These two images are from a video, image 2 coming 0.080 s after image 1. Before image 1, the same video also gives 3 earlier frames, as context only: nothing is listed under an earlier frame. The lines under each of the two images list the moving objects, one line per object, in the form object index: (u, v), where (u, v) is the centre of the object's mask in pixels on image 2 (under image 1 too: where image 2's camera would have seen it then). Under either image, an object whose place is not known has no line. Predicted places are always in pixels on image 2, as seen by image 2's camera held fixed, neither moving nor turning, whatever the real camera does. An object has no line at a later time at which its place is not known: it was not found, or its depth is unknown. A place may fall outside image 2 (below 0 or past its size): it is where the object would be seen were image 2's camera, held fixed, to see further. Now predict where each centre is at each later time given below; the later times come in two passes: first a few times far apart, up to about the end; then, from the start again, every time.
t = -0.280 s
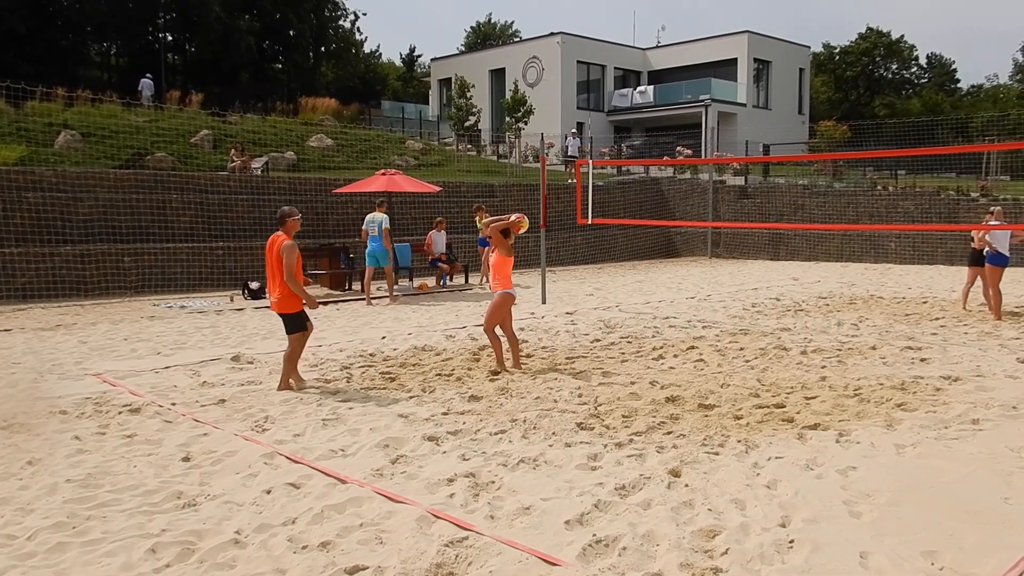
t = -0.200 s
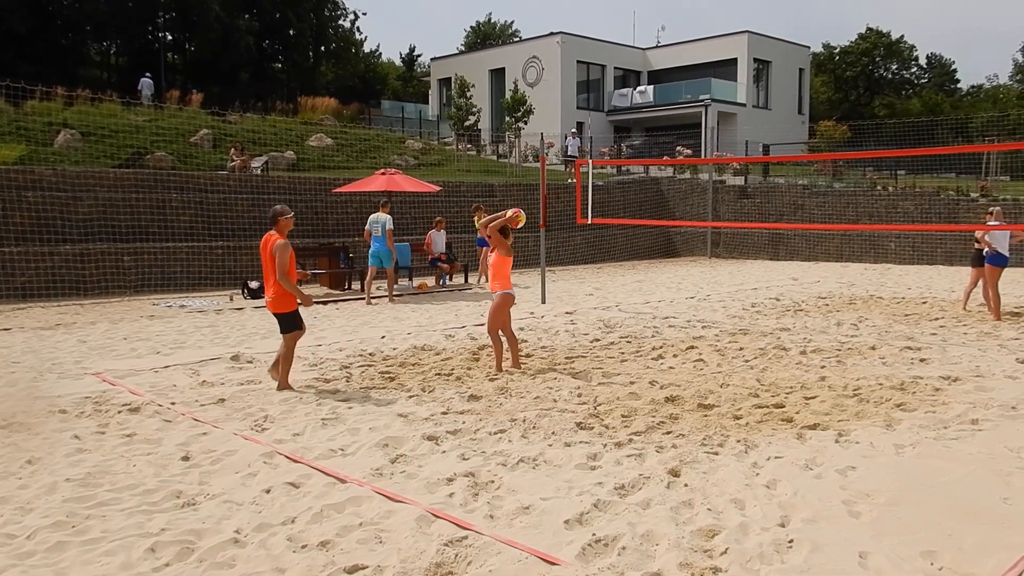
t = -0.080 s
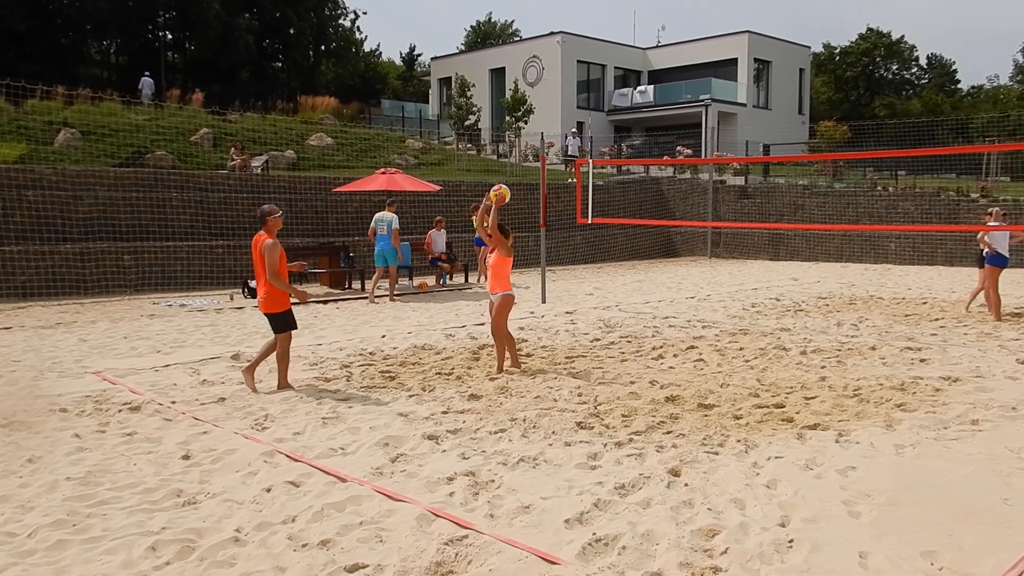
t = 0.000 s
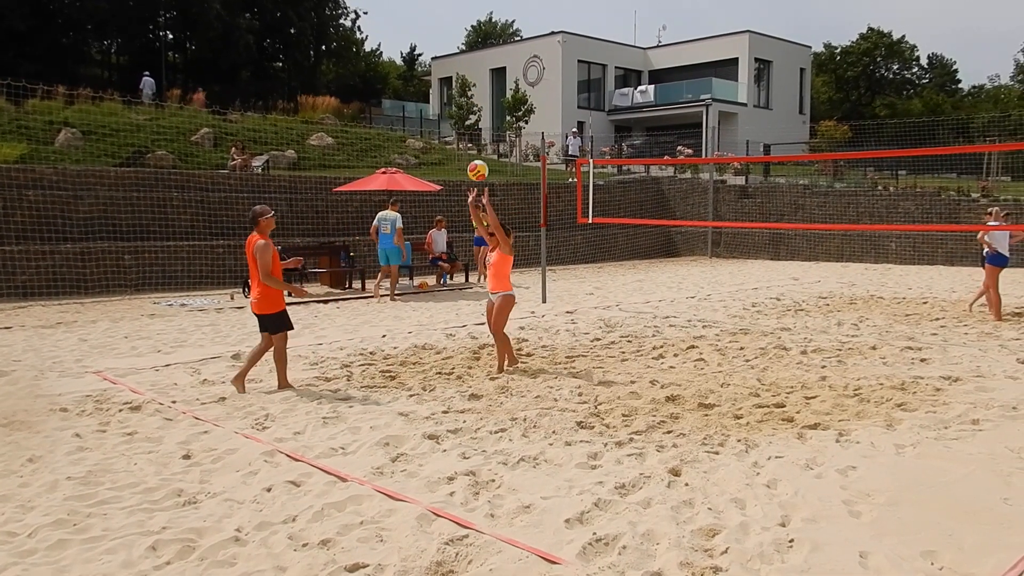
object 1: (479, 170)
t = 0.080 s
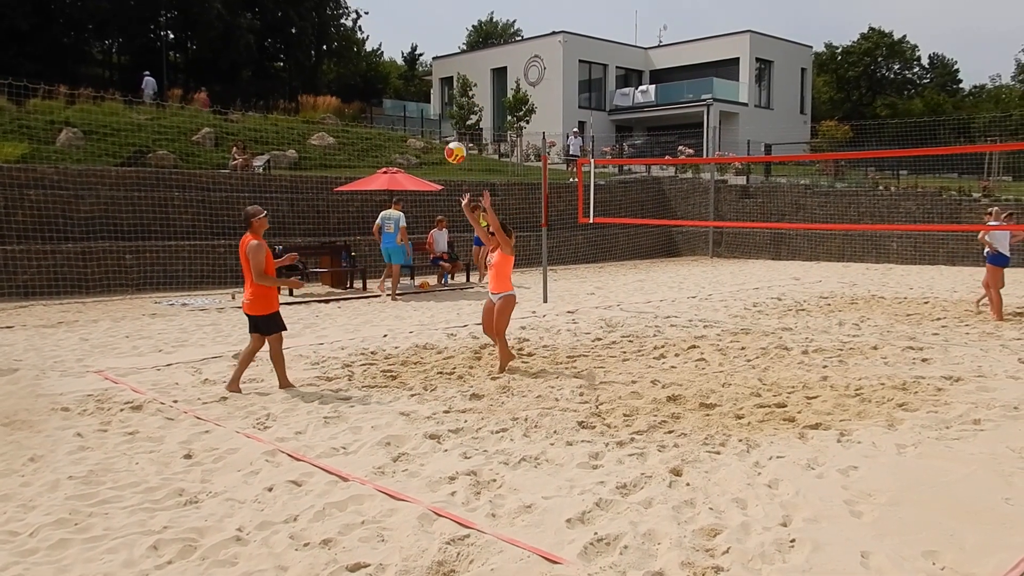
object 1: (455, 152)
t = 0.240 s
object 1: (407, 135)
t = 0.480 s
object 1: (333, 160)
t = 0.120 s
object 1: (443, 146)
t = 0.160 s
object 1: (431, 141)
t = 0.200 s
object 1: (419, 137)
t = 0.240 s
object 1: (407, 135)
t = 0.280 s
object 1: (395, 135)
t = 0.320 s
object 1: (383, 137)
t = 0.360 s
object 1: (370, 140)
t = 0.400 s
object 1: (358, 145)
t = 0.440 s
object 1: (345, 151)
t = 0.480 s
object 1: (333, 160)
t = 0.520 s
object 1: (320, 170)
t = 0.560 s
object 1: (308, 183)
